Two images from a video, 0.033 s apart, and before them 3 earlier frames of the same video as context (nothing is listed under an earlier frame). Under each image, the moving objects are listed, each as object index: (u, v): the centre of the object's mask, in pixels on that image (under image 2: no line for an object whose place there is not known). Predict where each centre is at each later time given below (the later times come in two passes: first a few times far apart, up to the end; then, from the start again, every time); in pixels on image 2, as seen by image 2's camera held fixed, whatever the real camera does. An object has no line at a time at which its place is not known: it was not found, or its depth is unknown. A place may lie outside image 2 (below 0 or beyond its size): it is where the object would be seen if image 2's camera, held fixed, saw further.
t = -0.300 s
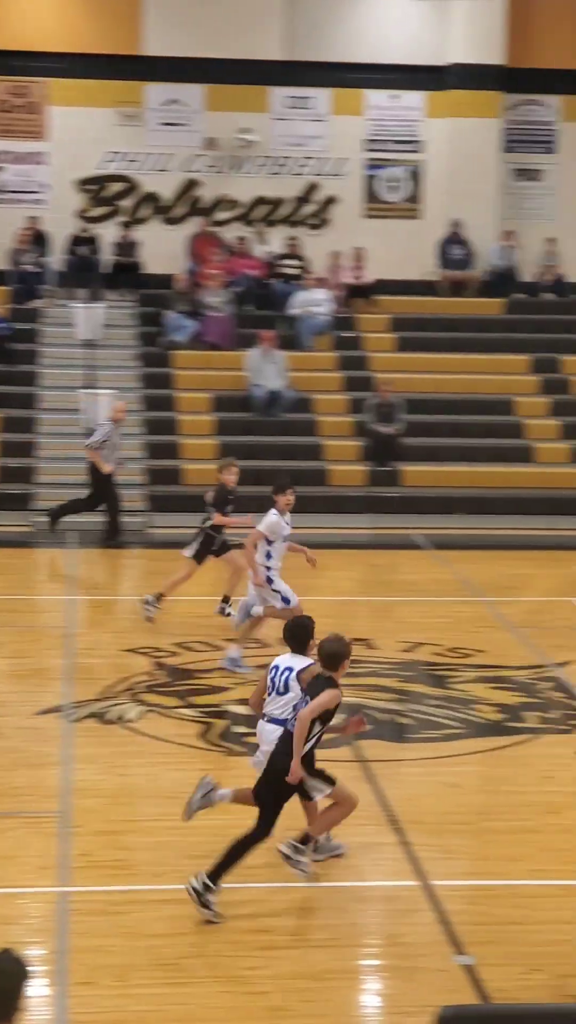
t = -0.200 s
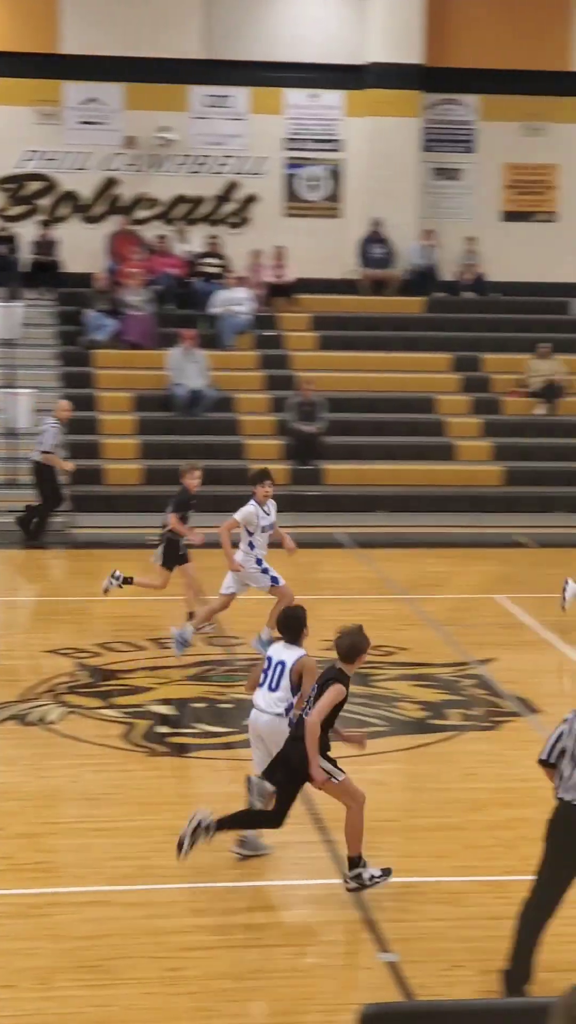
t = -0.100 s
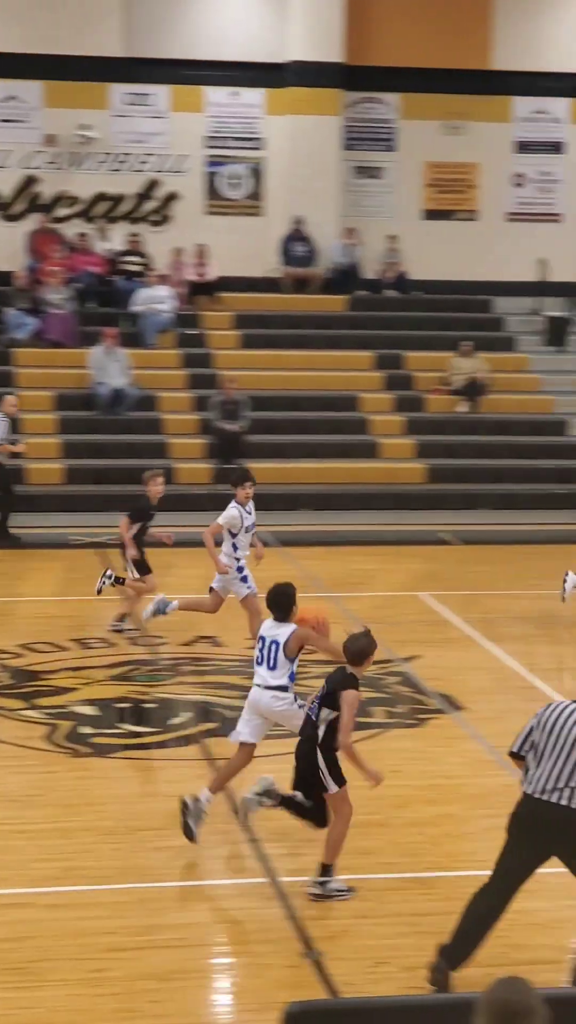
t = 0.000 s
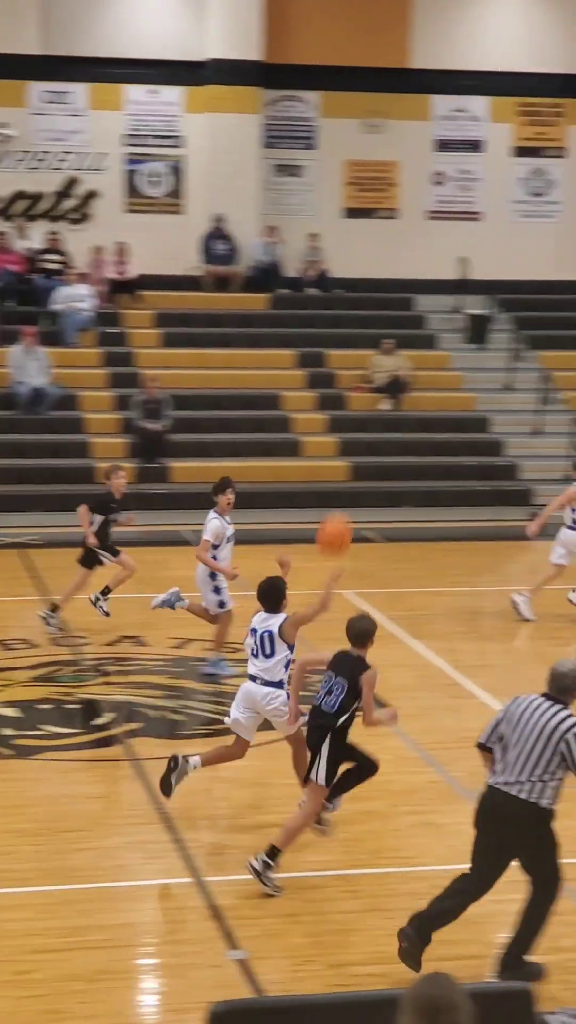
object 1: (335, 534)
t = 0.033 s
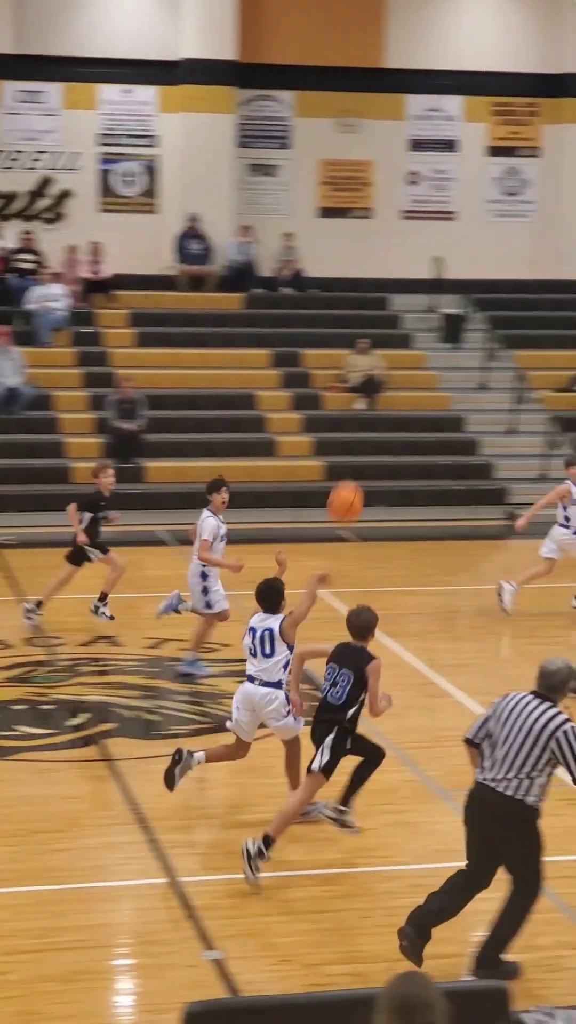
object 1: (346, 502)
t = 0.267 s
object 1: (564, 349)
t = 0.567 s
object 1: (794, 276)
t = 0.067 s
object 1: (379, 476)
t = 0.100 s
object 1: (412, 450)
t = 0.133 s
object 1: (444, 426)
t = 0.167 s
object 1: (475, 403)
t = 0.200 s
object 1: (506, 384)
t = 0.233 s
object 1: (535, 366)
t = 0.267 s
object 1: (564, 349)
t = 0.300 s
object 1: (591, 334)
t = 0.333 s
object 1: (619, 322)
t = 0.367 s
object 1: (646, 311)
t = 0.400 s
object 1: (672, 302)
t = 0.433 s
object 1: (697, 294)
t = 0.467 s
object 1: (722, 287)
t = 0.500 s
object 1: (746, 282)
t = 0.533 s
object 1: (770, 278)
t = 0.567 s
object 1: (794, 276)
